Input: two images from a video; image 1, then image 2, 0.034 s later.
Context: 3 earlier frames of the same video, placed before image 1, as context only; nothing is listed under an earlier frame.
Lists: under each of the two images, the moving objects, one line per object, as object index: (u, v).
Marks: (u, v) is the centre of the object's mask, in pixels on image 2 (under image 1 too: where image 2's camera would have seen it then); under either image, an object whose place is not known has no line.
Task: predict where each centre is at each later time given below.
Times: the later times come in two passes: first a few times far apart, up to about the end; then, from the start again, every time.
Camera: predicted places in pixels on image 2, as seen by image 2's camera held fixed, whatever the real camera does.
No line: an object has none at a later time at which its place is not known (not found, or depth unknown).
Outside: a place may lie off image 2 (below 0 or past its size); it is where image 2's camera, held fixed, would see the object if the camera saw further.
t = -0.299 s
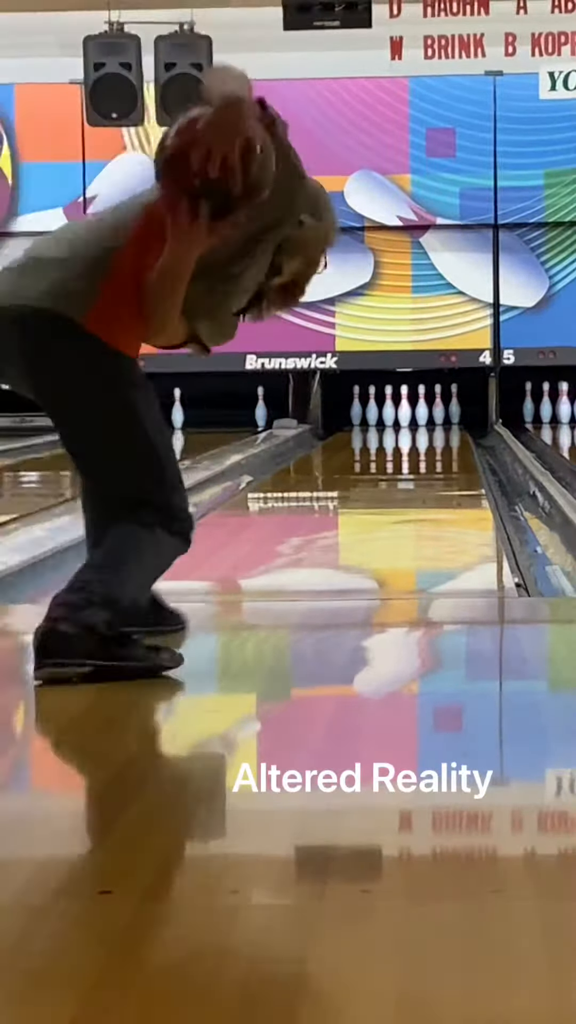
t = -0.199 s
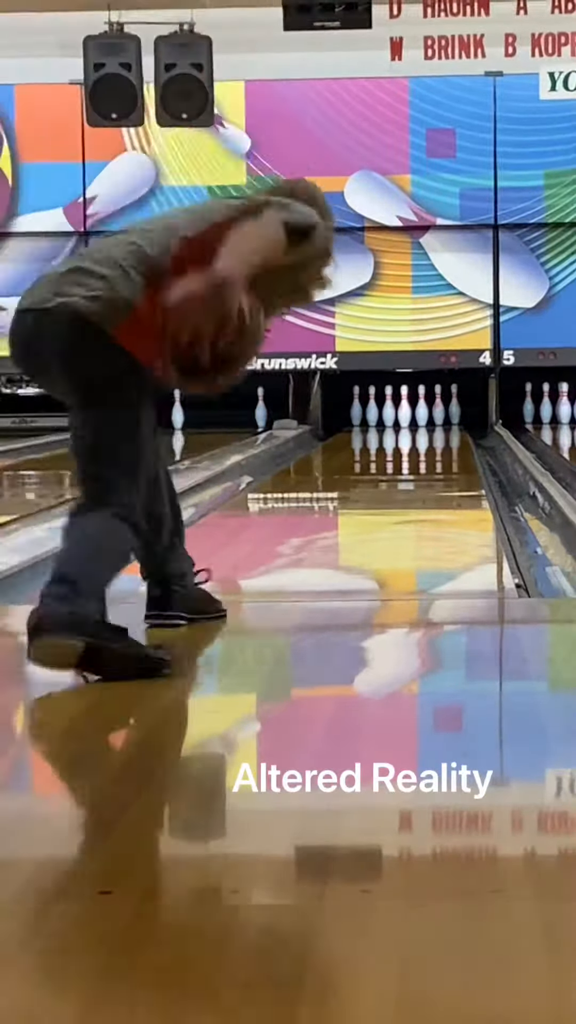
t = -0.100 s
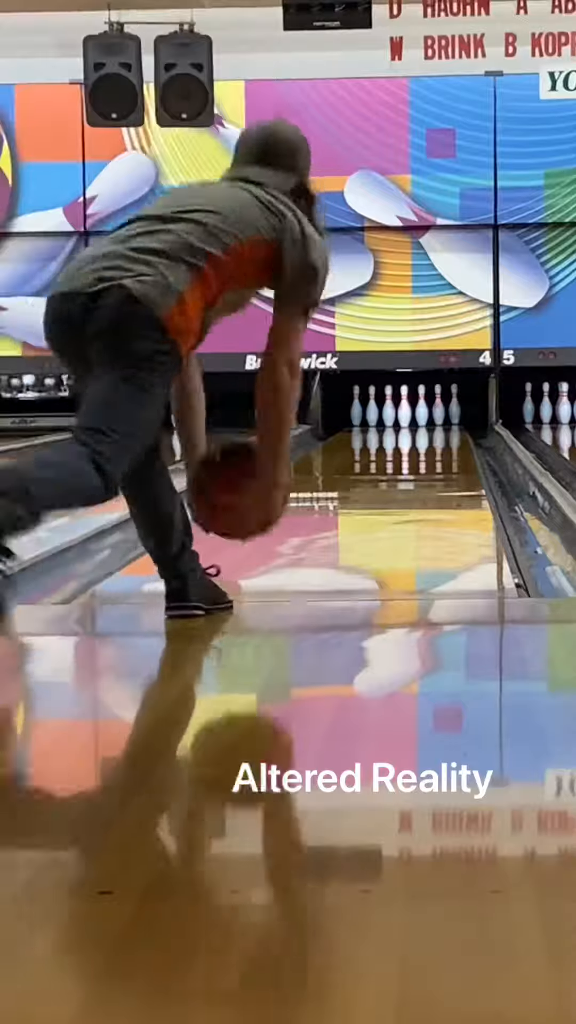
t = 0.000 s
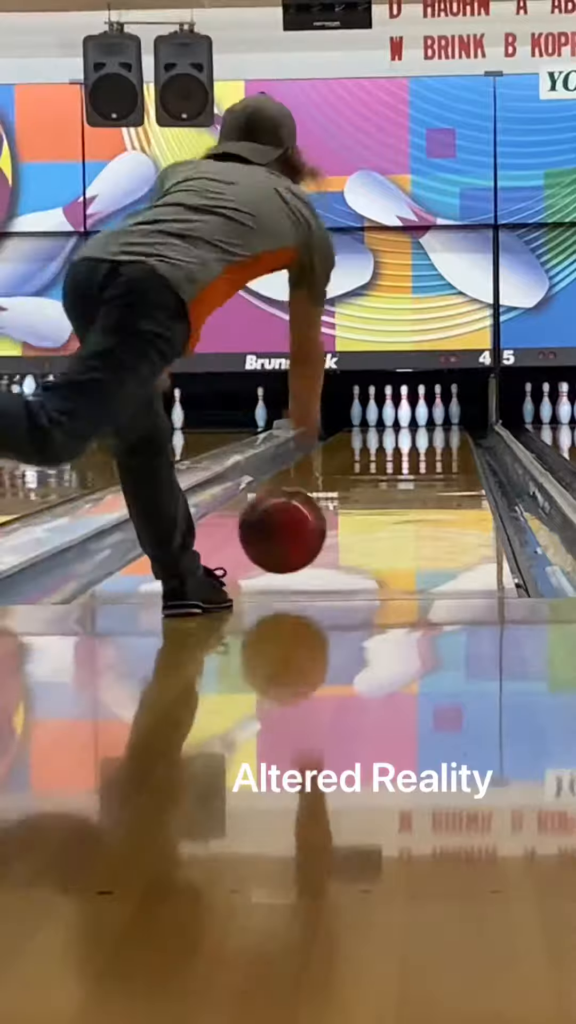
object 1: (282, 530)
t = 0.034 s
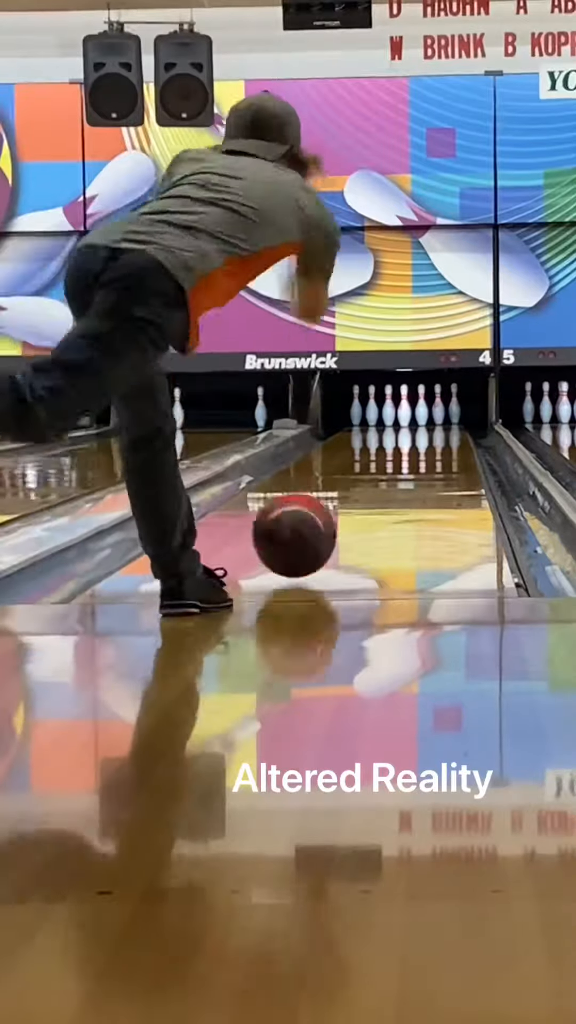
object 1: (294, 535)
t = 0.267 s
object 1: (355, 501)
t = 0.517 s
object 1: (395, 475)
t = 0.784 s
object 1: (422, 456)
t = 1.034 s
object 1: (438, 446)
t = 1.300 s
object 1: (447, 436)
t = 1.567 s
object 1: (450, 428)
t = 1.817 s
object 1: (443, 422)
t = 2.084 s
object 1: (425, 418)
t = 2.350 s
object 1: (409, 416)
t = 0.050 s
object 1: (300, 536)
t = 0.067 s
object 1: (305, 530)
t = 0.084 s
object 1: (310, 525)
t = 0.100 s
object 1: (315, 521)
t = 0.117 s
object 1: (320, 518)
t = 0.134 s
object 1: (324, 515)
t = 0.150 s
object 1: (329, 516)
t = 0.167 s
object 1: (333, 515)
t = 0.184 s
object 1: (337, 513)
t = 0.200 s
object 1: (341, 510)
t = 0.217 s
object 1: (345, 509)
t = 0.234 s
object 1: (348, 506)
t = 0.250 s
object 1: (351, 502)
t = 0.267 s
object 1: (355, 501)
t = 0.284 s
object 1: (358, 499)
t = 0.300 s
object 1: (362, 496)
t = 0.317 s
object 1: (364, 495)
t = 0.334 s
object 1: (368, 494)
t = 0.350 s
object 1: (370, 492)
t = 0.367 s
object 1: (372, 490)
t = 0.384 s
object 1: (377, 488)
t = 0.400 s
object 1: (378, 486)
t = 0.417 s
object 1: (381, 485)
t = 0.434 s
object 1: (384, 483)
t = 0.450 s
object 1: (386, 481)
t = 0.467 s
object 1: (388, 480)
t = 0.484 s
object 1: (391, 478)
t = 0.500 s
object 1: (393, 477)
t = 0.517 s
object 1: (395, 475)
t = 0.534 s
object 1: (397, 474)
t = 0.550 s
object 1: (398, 473)
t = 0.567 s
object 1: (401, 471)
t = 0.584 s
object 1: (402, 470)
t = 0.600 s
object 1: (403, 469)
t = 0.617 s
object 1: (407, 467)
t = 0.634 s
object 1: (408, 466)
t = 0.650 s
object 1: (410, 465)
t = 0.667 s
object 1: (412, 464)
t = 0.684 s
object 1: (413, 463)
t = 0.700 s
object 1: (414, 461)
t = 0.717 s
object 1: (415, 461)
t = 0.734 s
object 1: (416, 459)
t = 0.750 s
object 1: (419, 458)
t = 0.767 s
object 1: (421, 457)
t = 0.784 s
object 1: (422, 456)
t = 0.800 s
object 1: (423, 456)
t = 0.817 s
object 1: (424, 454)
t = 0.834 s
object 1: (426, 454)
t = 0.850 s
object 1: (426, 453)
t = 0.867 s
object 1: (428, 453)
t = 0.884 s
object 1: (430, 452)
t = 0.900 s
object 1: (432, 449)
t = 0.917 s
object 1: (432, 449)
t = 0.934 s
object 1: (433, 449)
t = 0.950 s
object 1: (434, 448)
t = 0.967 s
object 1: (434, 447)
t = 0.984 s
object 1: (435, 446)
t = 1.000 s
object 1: (436, 447)
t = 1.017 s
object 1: (437, 446)
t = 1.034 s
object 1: (438, 446)
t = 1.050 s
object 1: (438, 446)
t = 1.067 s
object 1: (439, 445)
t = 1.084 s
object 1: (441, 445)
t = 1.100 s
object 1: (441, 443)
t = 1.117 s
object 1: (441, 443)
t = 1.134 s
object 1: (442, 442)
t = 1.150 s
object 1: (443, 440)
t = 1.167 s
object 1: (444, 440)
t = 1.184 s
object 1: (443, 440)
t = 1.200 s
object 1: (444, 439)
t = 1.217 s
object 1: (446, 439)
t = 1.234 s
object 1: (445, 438)
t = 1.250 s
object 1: (446, 437)
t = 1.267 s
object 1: (447, 437)
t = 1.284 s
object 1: (447, 436)
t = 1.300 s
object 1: (447, 436)
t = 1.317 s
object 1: (447, 435)
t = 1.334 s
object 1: (447, 435)
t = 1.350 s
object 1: (447, 435)
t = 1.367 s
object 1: (447, 434)
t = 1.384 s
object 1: (448, 434)
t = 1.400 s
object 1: (448, 434)
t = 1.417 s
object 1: (448, 433)
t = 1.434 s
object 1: (450, 430)
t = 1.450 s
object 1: (449, 431)
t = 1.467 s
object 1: (448, 432)
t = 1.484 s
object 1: (449, 432)
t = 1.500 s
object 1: (450, 429)
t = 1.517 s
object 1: (450, 429)
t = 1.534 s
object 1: (450, 429)
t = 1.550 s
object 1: (450, 429)
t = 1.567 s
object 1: (450, 428)
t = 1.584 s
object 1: (450, 428)
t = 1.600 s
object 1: (450, 427)
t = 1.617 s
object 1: (450, 427)
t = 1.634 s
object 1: (450, 427)
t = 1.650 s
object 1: (449, 426)
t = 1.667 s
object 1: (449, 426)
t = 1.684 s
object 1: (449, 425)
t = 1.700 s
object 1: (449, 424)
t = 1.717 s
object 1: (449, 424)
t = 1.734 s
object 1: (447, 423)
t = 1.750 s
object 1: (447, 423)
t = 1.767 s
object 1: (446, 423)
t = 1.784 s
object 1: (445, 423)
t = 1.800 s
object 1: (444, 423)
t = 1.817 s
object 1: (443, 422)
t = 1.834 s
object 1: (443, 422)
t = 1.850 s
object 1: (442, 422)
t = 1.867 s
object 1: (442, 422)
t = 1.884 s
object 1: (440, 422)
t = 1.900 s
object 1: (438, 421)
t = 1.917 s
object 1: (437, 420)
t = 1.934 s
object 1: (436, 420)
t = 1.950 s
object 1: (436, 420)
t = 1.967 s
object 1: (435, 420)
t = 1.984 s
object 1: (434, 419)
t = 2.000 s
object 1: (432, 419)
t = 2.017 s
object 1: (430, 419)
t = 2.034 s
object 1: (429, 419)
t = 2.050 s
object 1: (428, 419)
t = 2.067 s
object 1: (426, 418)
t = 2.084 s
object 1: (425, 418)
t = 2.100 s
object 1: (425, 418)
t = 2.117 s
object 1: (423, 418)
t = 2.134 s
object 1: (421, 418)
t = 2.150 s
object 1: (420, 418)
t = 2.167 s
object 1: (419, 418)
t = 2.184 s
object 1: (418, 418)
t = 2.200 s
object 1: (416, 417)
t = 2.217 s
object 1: (415, 417)
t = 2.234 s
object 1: (413, 416)
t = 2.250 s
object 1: (412, 416)
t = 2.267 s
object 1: (411, 416)
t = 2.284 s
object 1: (410, 416)
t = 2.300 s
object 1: (410, 416)
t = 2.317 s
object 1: (410, 415)
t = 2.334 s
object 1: (410, 415)
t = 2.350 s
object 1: (409, 416)
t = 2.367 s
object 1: (409, 416)
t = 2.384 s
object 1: (408, 415)
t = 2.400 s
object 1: (408, 414)
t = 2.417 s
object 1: (407, 415)
